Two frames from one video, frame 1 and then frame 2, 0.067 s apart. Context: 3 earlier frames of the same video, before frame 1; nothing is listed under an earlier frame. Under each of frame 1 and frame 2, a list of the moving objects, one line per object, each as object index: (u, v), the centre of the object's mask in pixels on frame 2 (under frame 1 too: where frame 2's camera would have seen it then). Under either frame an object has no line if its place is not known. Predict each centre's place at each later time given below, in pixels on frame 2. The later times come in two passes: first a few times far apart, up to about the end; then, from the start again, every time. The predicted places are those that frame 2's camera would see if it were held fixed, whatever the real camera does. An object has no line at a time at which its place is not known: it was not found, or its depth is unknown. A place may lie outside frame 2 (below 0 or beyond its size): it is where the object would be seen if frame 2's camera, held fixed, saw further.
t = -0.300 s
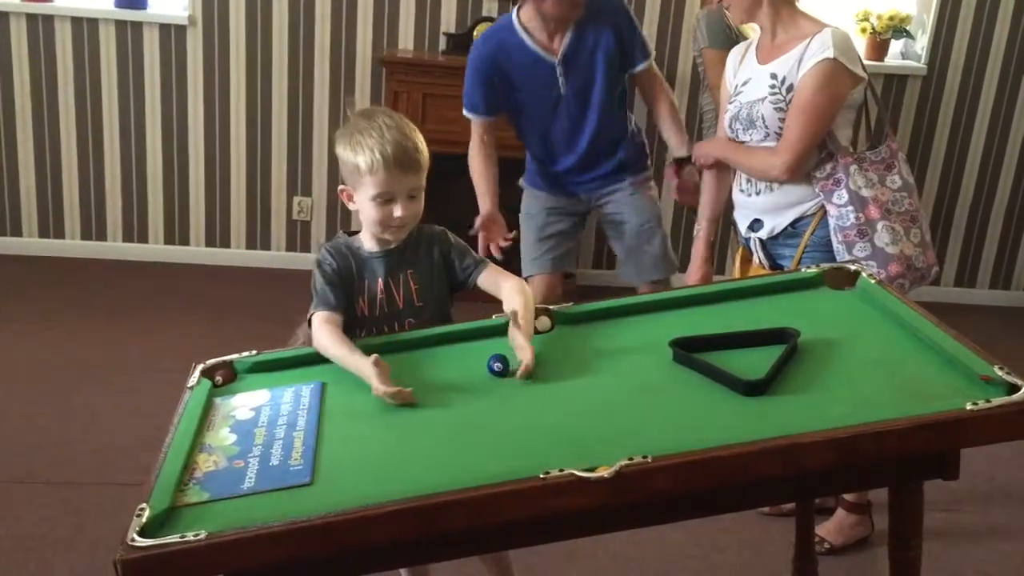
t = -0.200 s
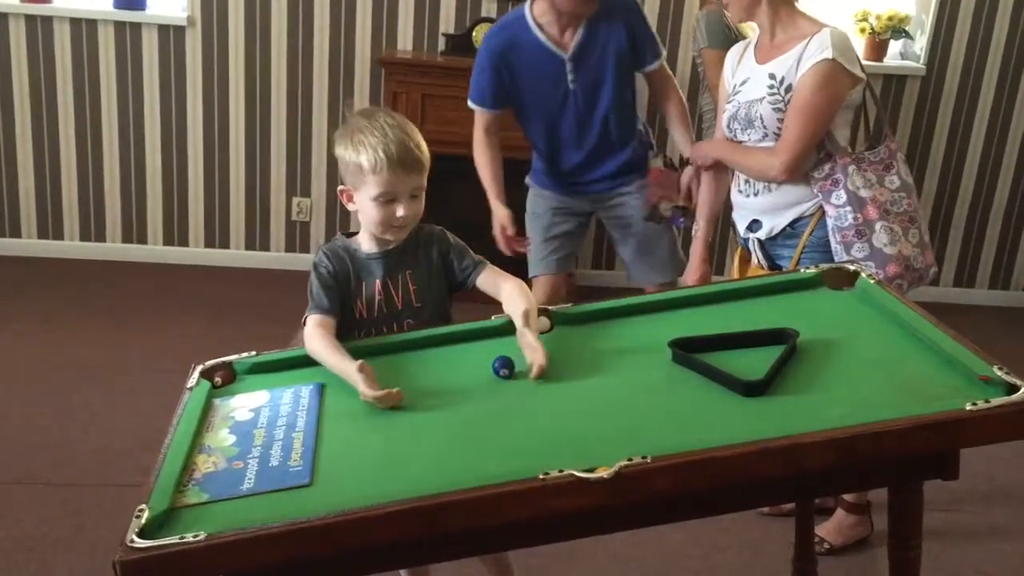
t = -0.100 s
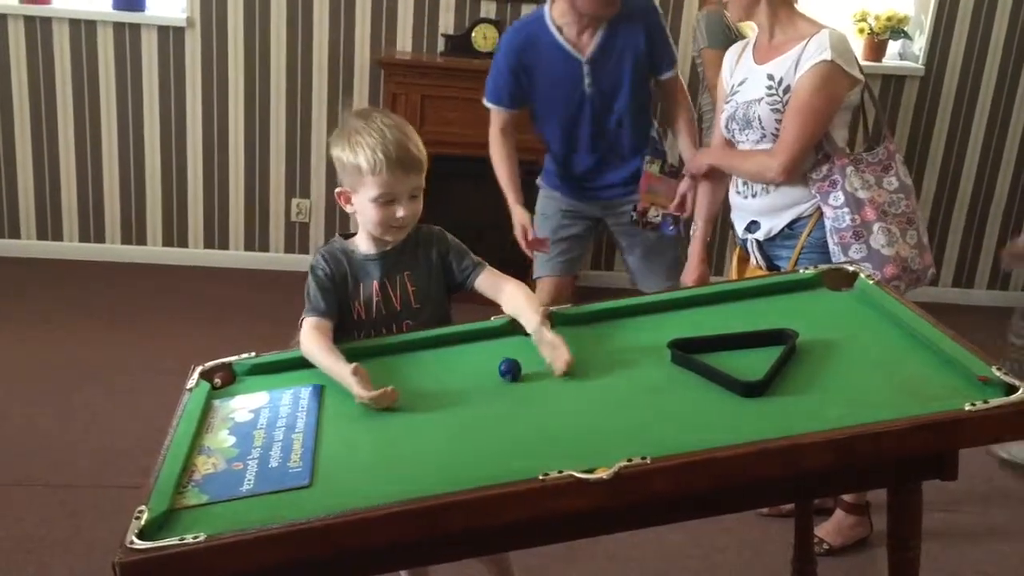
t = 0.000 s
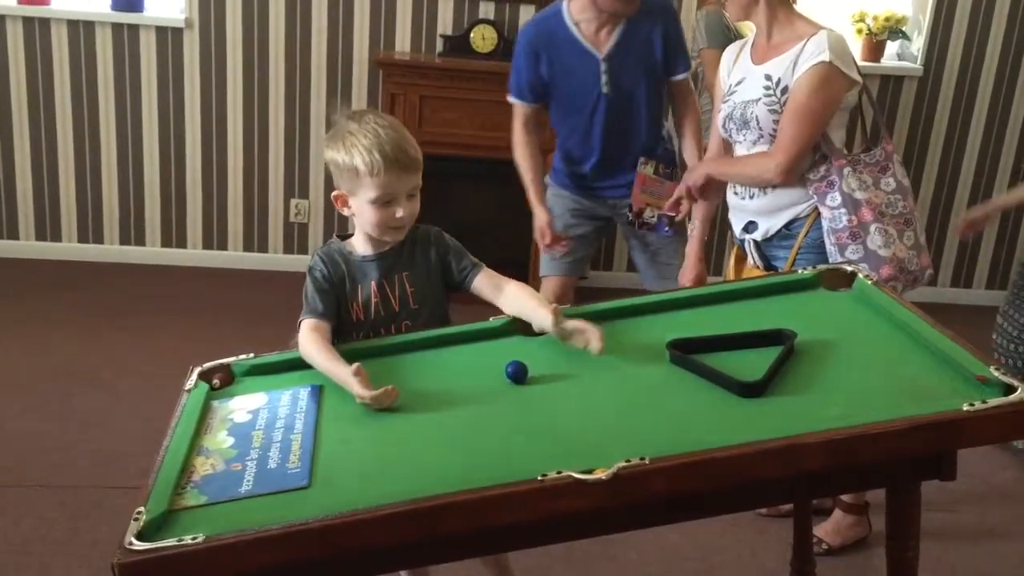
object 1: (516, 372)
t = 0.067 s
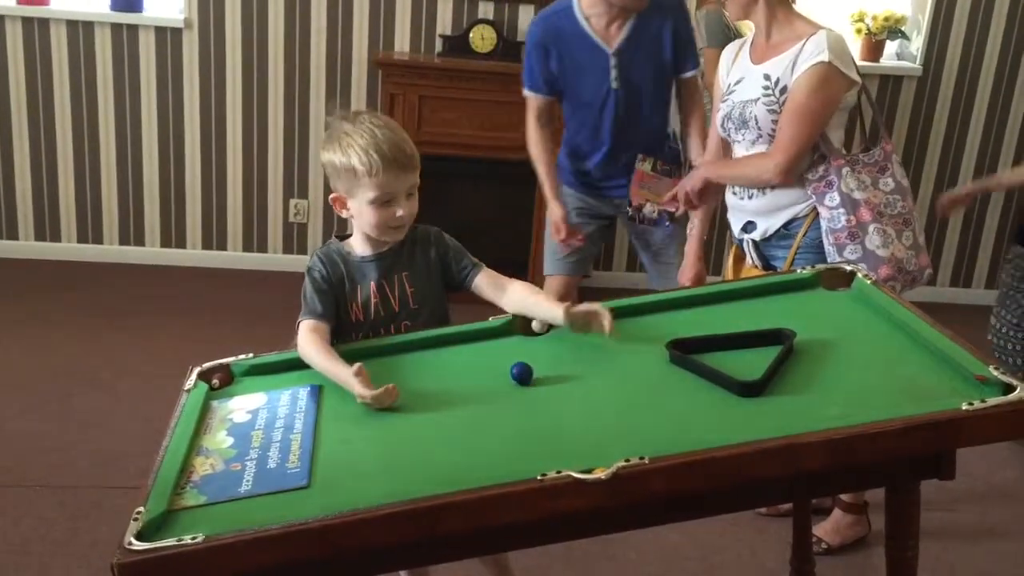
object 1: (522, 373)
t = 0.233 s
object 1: (539, 377)
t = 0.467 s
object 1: (570, 383)
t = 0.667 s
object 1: (602, 389)
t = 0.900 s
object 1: (650, 398)
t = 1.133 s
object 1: (707, 408)
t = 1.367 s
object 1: (774, 418)
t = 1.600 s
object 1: (816, 409)
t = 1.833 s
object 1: (857, 399)
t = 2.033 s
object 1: (898, 393)
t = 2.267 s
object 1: (956, 388)
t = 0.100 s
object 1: (525, 374)
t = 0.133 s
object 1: (528, 375)
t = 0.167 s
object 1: (532, 376)
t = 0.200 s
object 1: (535, 376)
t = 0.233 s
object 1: (539, 377)
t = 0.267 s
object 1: (543, 378)
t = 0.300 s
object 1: (547, 379)
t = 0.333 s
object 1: (551, 380)
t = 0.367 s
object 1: (556, 381)
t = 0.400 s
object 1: (560, 382)
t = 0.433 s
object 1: (565, 383)
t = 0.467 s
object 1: (570, 383)
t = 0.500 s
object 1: (575, 384)
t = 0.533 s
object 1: (580, 385)
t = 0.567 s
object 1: (586, 386)
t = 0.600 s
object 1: (591, 388)
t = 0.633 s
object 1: (597, 388)
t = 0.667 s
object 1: (602, 389)
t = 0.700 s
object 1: (609, 391)
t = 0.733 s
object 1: (616, 392)
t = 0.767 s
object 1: (622, 393)
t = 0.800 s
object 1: (629, 394)
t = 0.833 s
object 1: (636, 395)
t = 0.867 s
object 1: (643, 396)
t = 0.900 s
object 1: (650, 398)
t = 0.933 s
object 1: (658, 399)
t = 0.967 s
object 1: (665, 401)
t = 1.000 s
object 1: (674, 402)
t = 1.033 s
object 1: (682, 404)
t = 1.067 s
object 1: (690, 405)
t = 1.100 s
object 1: (698, 406)
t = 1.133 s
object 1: (707, 408)
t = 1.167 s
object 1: (716, 410)
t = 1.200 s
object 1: (725, 411)
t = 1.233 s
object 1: (735, 414)
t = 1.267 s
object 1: (744, 415)
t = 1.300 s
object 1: (754, 417)
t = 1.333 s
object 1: (764, 417)
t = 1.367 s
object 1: (774, 418)
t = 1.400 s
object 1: (785, 418)
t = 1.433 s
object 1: (791, 417)
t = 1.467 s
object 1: (797, 415)
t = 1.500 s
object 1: (800, 414)
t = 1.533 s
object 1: (805, 413)
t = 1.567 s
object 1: (810, 411)
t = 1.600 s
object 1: (816, 409)
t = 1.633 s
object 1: (821, 407)
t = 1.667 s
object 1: (827, 406)
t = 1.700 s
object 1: (832, 405)
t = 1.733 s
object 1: (838, 404)
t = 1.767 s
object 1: (844, 401)
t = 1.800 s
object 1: (851, 400)
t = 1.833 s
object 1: (857, 399)
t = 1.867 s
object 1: (864, 398)
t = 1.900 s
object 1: (870, 396)
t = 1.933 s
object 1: (877, 395)
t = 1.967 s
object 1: (884, 394)
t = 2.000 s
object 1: (891, 392)
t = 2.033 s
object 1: (898, 393)
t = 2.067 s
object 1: (906, 392)
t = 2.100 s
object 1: (913, 391)
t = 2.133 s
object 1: (921, 391)
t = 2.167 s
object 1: (929, 390)
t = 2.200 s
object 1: (939, 390)
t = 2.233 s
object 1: (948, 390)
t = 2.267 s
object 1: (956, 388)
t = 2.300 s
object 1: (966, 388)
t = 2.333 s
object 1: (975, 389)
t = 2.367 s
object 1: (984, 388)
